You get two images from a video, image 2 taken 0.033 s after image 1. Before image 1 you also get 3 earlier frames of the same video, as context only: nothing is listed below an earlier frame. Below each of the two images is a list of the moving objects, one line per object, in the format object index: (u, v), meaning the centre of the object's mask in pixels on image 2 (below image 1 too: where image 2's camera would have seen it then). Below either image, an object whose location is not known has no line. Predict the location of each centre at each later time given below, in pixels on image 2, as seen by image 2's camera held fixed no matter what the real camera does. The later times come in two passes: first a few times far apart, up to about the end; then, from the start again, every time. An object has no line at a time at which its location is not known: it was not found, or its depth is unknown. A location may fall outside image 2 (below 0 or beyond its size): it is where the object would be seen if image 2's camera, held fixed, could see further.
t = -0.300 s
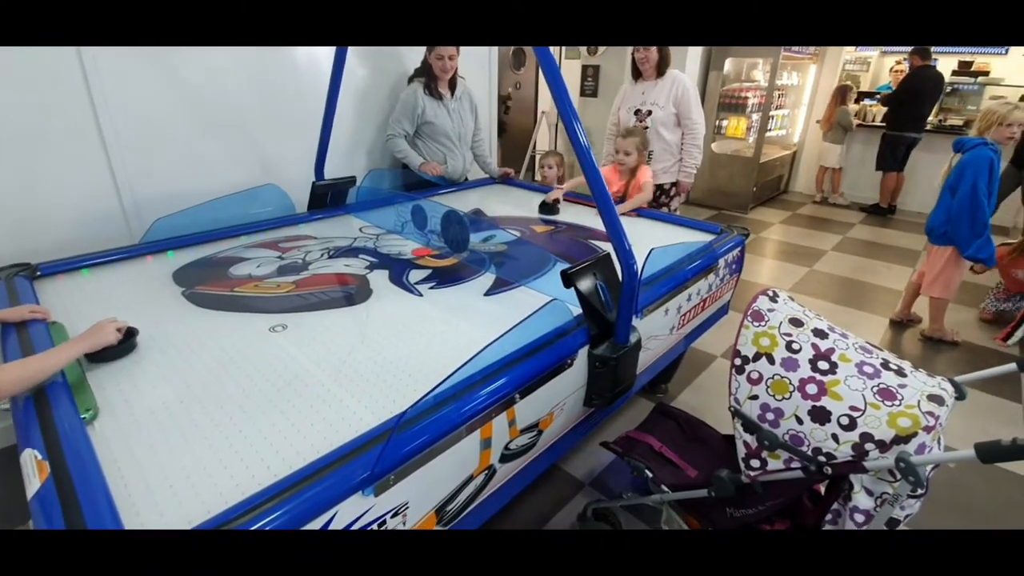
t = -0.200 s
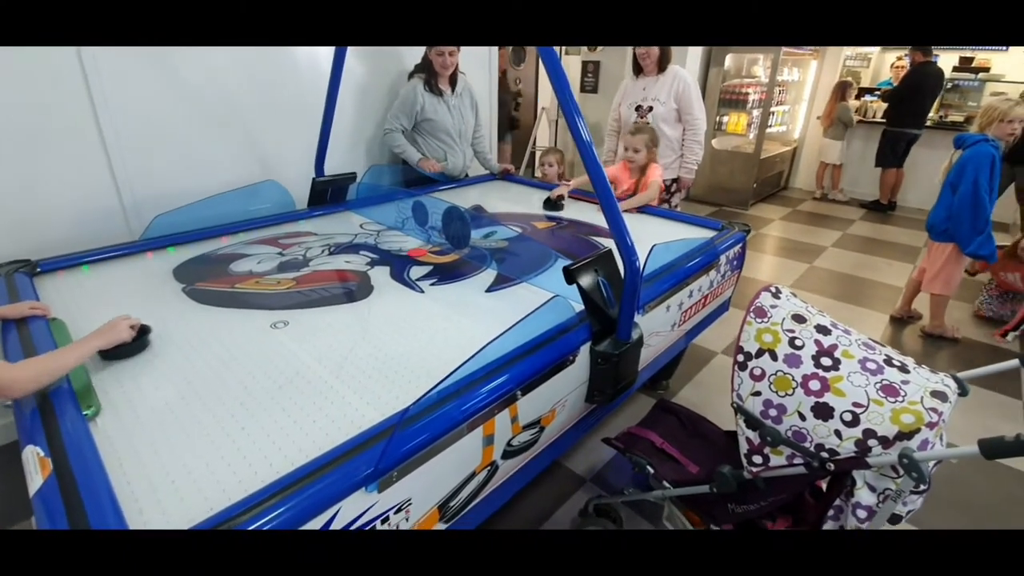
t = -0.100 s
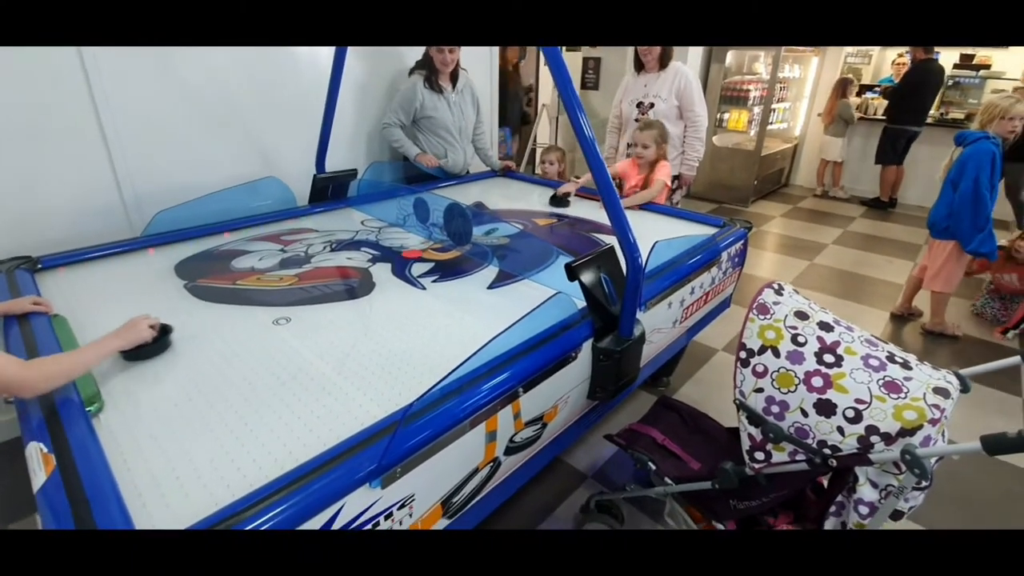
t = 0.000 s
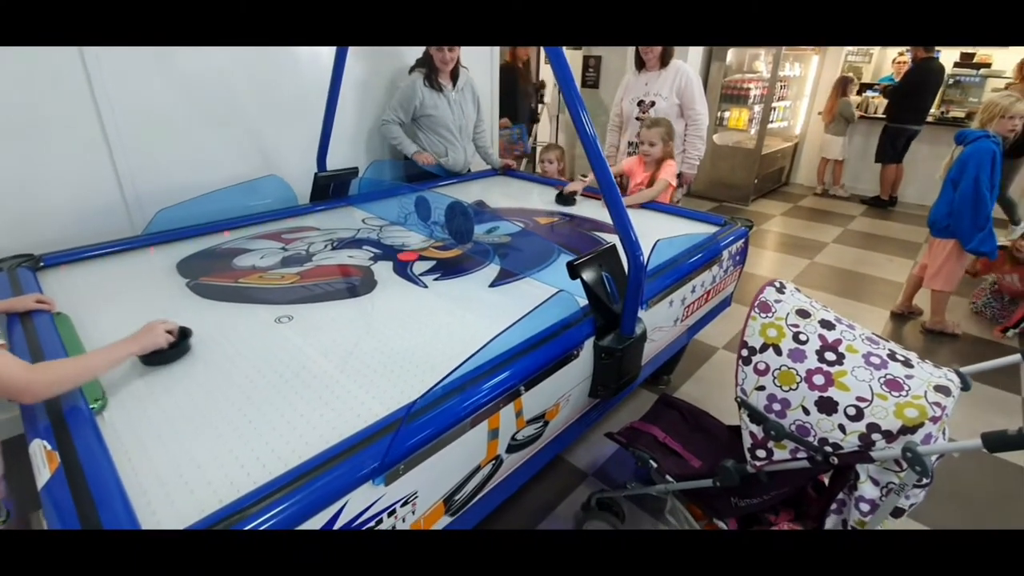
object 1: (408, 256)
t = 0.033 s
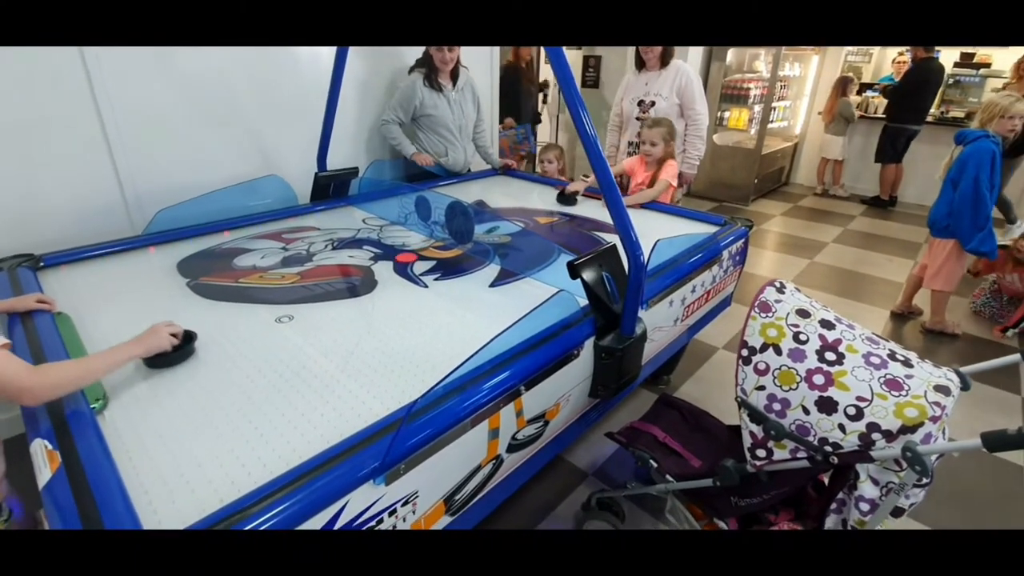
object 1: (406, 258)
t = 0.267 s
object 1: (393, 269)
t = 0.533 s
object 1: (376, 283)
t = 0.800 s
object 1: (359, 298)
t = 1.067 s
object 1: (342, 314)
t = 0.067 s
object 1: (404, 259)
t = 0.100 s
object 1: (403, 261)
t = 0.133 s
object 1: (401, 262)
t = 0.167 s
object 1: (399, 264)
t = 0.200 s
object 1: (397, 265)
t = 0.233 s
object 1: (395, 267)
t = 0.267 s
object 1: (393, 269)
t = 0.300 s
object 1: (391, 271)
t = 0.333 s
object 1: (389, 273)
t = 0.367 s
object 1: (387, 274)
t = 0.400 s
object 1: (384, 276)
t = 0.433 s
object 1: (382, 278)
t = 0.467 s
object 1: (380, 280)
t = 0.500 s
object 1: (378, 282)
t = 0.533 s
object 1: (376, 283)
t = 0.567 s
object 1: (374, 285)
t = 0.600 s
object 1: (371, 287)
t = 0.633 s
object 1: (369, 289)
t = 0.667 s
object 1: (367, 290)
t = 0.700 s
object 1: (366, 292)
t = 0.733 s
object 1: (363, 294)
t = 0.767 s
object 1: (361, 296)
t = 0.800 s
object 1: (359, 298)
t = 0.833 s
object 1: (357, 300)
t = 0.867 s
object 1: (355, 302)
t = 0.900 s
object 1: (353, 304)
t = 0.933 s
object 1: (350, 306)
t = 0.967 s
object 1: (348, 308)
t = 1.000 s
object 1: (346, 310)
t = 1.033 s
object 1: (344, 312)
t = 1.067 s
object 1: (342, 314)
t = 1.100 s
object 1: (339, 317)
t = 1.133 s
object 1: (337, 318)
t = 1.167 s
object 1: (335, 320)
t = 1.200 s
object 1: (333, 322)
